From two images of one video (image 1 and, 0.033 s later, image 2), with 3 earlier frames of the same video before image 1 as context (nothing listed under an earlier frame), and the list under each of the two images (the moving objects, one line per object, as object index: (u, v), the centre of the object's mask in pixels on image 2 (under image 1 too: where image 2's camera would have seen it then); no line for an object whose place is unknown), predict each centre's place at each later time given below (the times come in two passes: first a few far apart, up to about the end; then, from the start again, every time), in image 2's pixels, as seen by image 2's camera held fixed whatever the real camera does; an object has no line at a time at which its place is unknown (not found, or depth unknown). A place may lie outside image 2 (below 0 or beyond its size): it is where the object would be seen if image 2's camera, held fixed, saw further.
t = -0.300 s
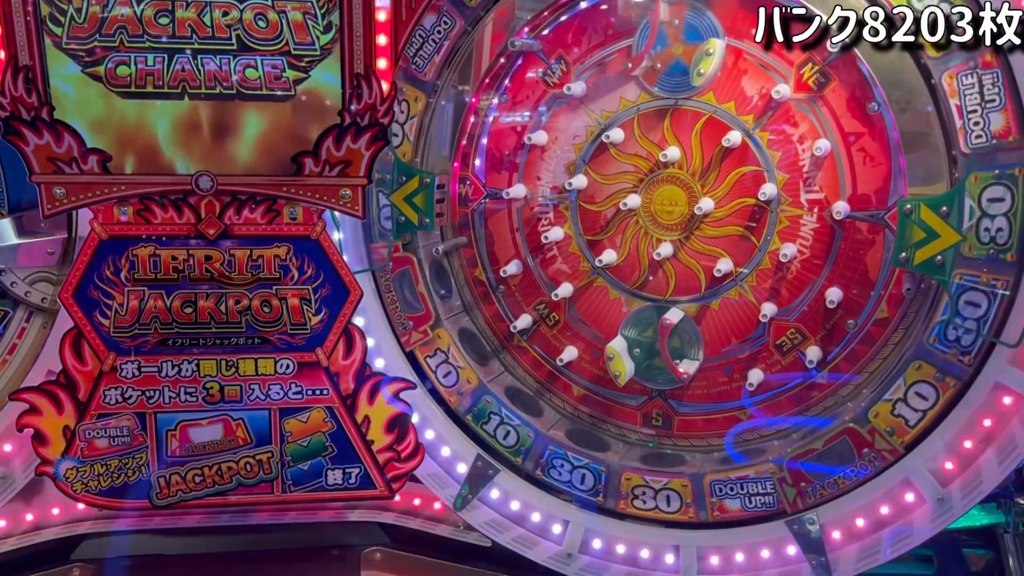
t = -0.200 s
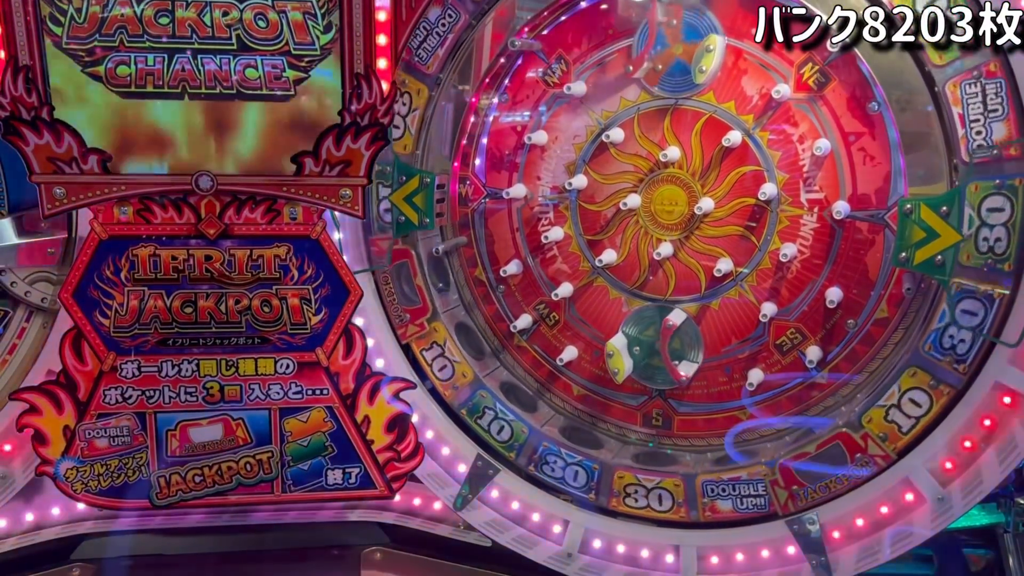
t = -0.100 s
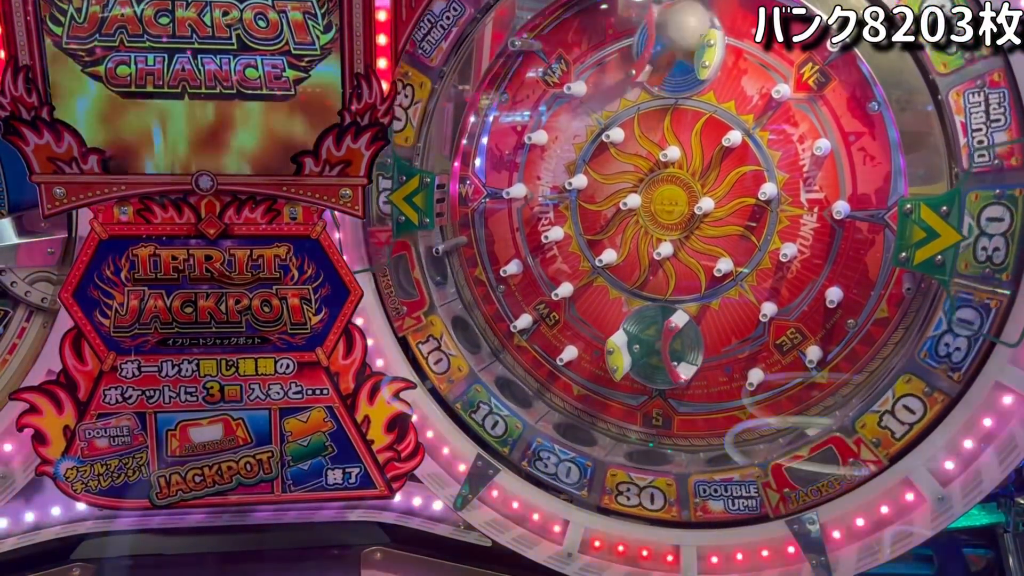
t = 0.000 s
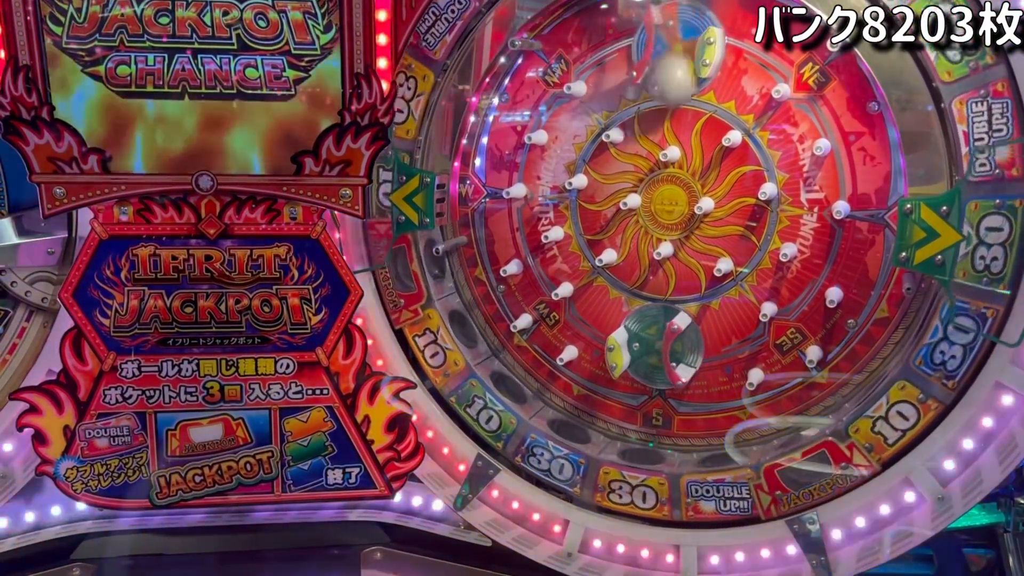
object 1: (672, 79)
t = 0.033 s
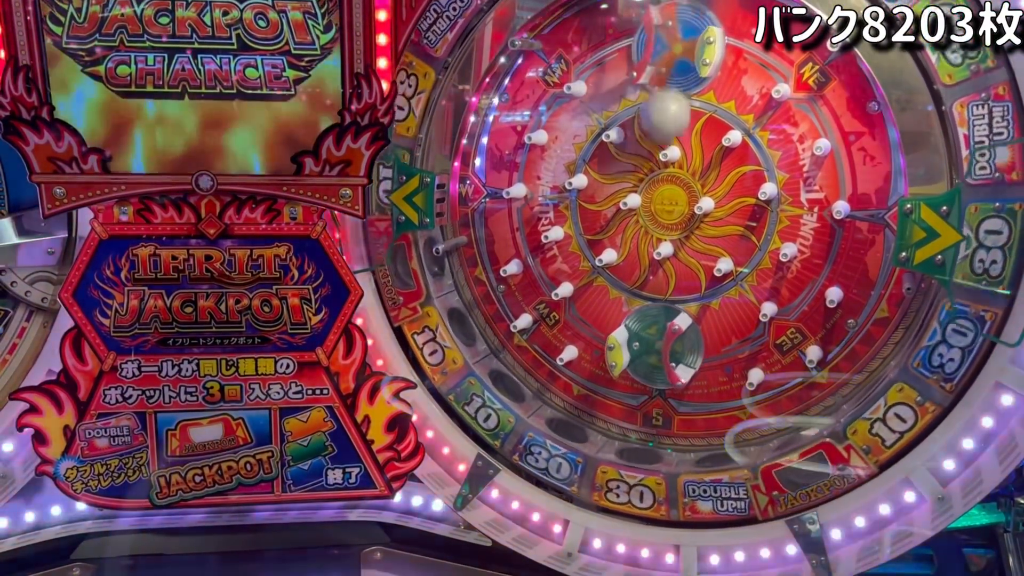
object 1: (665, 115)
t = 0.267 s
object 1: (694, 134)
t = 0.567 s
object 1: (701, 176)
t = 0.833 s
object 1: (728, 236)
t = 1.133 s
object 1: (768, 283)
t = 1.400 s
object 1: (792, 299)
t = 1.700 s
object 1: (792, 332)
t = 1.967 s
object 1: (775, 364)
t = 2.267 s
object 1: (791, 406)
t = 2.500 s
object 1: (701, 435)
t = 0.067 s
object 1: (657, 107)
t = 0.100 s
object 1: (663, 111)
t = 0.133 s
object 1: (670, 124)
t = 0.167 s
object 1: (675, 117)
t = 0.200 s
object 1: (679, 118)
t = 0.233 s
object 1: (683, 131)
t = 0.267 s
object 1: (694, 134)
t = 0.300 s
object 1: (691, 140)
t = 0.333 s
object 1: (694, 140)
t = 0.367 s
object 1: (694, 142)
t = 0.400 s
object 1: (693, 146)
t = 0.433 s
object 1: (695, 152)
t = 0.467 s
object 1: (694, 168)
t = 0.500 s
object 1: (693, 174)
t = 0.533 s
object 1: (696, 173)
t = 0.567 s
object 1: (701, 176)
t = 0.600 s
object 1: (704, 174)
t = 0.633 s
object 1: (706, 178)
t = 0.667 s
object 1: (710, 177)
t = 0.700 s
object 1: (714, 180)
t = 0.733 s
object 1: (721, 185)
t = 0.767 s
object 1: (729, 193)
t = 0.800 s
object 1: (732, 210)
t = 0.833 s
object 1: (728, 236)
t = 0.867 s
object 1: (735, 230)
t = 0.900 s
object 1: (743, 221)
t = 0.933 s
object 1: (748, 225)
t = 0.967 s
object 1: (749, 241)
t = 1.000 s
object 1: (750, 267)
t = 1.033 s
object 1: (747, 285)
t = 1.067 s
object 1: (761, 283)
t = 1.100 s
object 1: (767, 282)
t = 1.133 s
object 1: (768, 283)
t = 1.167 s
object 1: (768, 283)
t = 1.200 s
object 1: (769, 284)
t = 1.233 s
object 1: (770, 286)
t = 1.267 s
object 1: (773, 285)
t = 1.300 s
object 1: (775, 286)
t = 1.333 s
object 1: (779, 288)
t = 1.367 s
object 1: (784, 292)
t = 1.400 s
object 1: (792, 299)
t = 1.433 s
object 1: (799, 314)
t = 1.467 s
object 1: (803, 328)
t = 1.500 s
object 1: (799, 316)
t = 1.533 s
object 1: (799, 314)
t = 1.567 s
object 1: (801, 321)
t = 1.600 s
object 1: (800, 329)
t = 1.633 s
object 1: (796, 327)
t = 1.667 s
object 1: (798, 332)
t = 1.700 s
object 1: (792, 332)
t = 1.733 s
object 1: (788, 339)
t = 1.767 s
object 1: (778, 346)
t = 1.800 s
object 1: (767, 360)
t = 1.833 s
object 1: (775, 350)
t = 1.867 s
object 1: (781, 349)
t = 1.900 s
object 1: (777, 351)
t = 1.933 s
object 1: (770, 363)
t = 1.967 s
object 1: (775, 364)
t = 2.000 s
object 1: (778, 367)
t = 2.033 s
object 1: (782, 373)
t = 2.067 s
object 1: (783, 385)
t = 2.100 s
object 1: (782, 399)
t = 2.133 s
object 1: (783, 413)
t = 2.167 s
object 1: (779, 397)
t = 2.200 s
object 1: (784, 395)
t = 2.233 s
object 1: (791, 399)
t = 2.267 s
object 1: (791, 406)
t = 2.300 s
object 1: (774, 426)
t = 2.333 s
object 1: (765, 418)
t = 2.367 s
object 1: (753, 419)
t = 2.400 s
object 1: (743, 425)
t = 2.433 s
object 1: (732, 438)
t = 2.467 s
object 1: (713, 431)
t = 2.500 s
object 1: (701, 435)
